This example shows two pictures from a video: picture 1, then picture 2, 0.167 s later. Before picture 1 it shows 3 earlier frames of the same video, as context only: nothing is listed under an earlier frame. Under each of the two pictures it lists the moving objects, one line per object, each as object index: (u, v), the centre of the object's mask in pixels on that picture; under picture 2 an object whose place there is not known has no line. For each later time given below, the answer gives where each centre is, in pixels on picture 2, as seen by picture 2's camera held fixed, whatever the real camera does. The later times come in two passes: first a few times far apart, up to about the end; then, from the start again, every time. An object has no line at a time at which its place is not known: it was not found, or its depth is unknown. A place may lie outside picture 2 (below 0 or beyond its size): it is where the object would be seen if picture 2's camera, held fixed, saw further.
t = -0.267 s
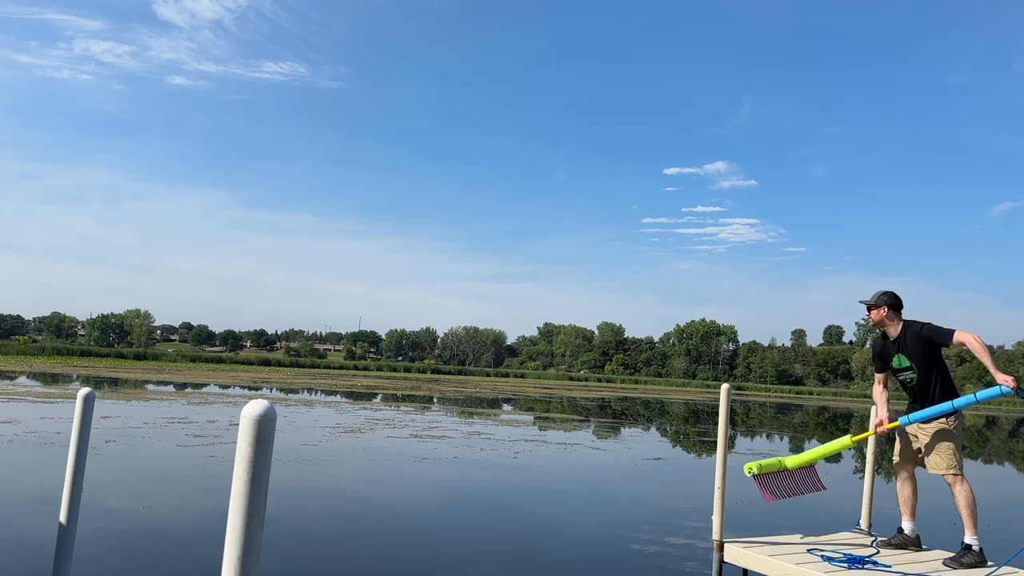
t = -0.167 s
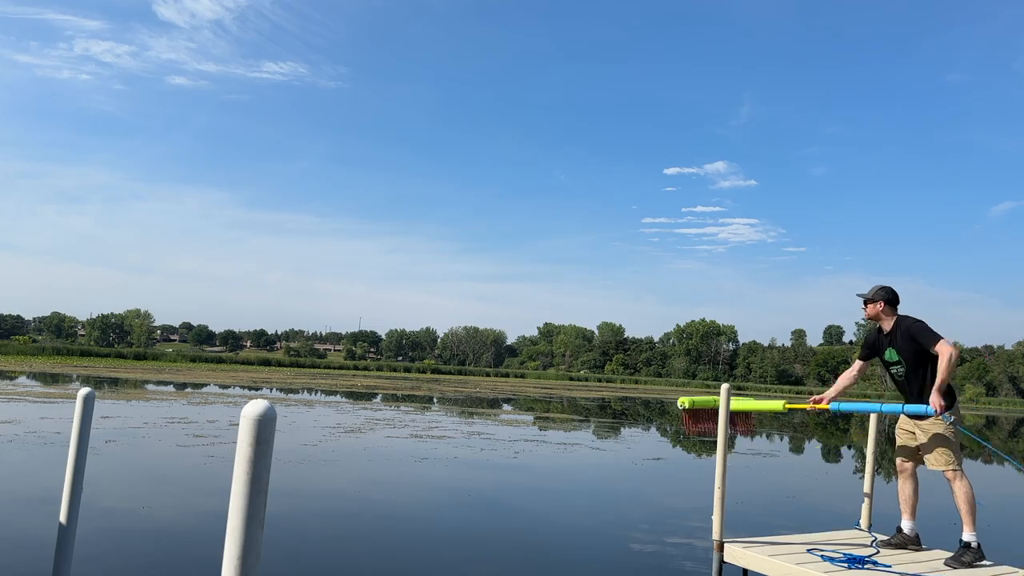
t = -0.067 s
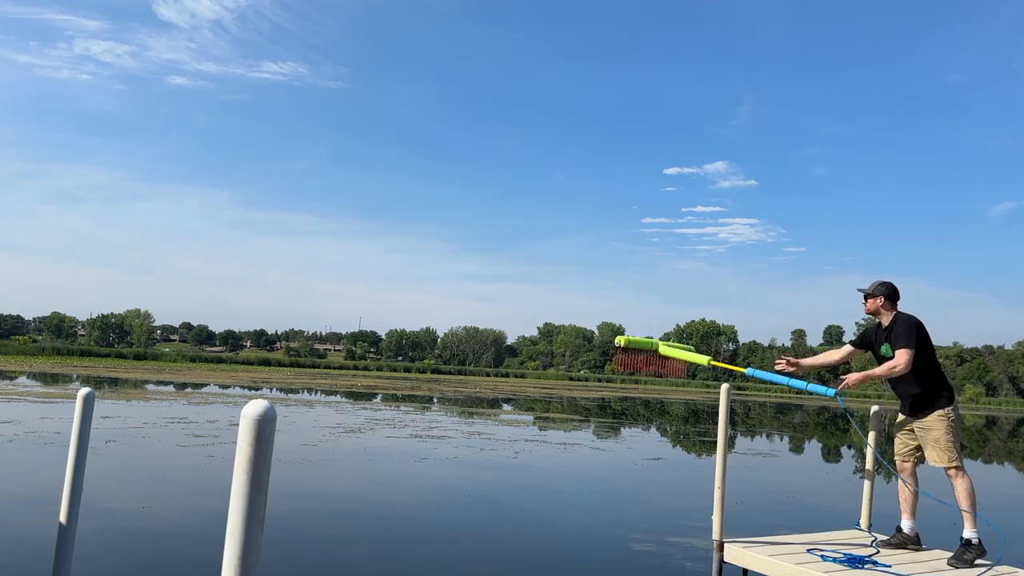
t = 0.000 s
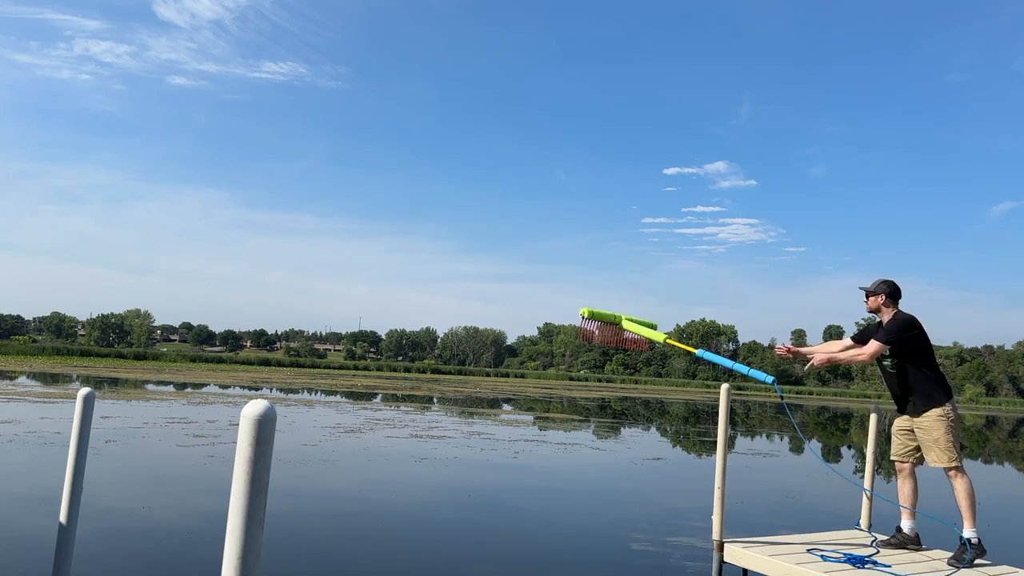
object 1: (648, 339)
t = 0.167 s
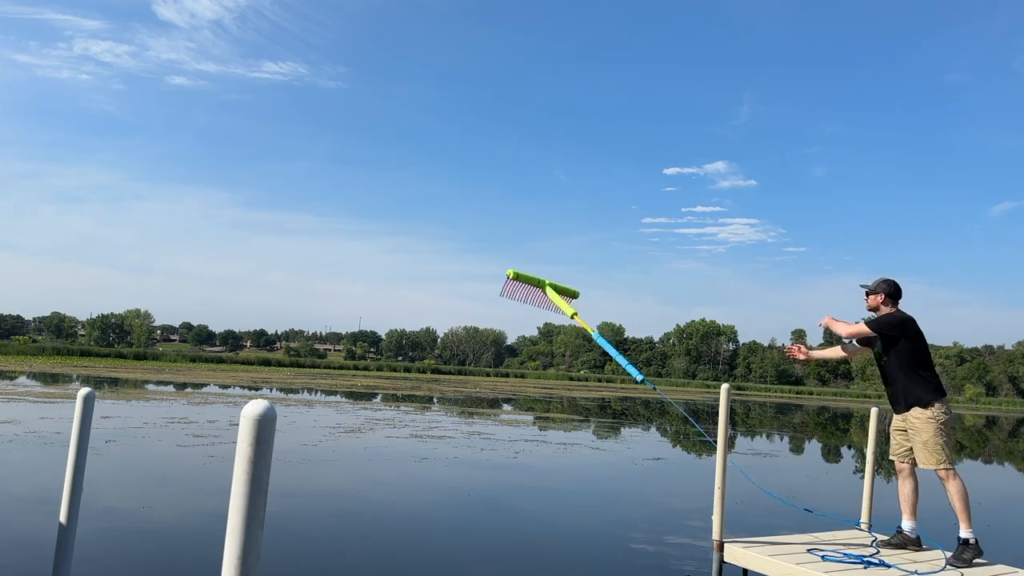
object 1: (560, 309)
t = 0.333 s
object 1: (491, 310)
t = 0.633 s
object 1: (399, 371)
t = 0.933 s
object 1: (325, 464)
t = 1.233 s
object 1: (321, 482)
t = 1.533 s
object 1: (314, 479)
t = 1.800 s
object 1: (313, 479)
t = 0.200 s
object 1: (544, 307)
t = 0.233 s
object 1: (529, 305)
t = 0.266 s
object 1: (517, 307)
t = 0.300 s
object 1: (503, 307)
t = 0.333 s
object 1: (491, 310)
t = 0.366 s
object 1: (479, 313)
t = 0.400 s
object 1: (467, 317)
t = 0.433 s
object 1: (456, 322)
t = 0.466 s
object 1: (447, 331)
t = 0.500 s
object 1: (436, 336)
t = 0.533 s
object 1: (426, 344)
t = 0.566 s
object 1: (417, 352)
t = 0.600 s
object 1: (408, 360)
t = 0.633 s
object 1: (399, 371)
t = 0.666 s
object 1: (391, 383)
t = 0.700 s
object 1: (382, 393)
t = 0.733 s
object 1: (373, 405)
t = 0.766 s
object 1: (366, 415)
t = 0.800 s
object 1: (357, 418)
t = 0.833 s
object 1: (348, 428)
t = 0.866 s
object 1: (339, 437)
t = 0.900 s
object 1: (332, 449)
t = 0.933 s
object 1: (325, 464)
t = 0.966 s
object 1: (321, 476)
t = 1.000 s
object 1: (319, 482)
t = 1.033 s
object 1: (317, 483)
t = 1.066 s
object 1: (321, 483)
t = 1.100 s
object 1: (313, 479)
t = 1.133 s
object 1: (321, 481)
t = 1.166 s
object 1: (320, 483)
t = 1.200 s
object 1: (322, 482)
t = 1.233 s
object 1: (321, 482)
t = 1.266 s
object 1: (319, 480)
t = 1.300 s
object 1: (317, 478)
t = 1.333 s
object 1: (316, 478)
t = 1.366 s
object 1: (316, 477)
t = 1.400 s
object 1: (315, 477)
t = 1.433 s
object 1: (314, 477)
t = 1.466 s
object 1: (315, 478)
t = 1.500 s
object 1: (314, 478)
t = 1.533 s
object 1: (314, 479)
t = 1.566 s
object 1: (315, 480)
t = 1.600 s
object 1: (314, 479)
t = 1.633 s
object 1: (314, 479)
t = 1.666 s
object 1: (315, 480)
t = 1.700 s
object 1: (315, 479)
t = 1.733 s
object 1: (314, 479)
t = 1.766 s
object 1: (313, 479)
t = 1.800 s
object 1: (313, 479)
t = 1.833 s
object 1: (312, 479)
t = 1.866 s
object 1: (313, 479)
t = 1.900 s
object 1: (313, 479)
